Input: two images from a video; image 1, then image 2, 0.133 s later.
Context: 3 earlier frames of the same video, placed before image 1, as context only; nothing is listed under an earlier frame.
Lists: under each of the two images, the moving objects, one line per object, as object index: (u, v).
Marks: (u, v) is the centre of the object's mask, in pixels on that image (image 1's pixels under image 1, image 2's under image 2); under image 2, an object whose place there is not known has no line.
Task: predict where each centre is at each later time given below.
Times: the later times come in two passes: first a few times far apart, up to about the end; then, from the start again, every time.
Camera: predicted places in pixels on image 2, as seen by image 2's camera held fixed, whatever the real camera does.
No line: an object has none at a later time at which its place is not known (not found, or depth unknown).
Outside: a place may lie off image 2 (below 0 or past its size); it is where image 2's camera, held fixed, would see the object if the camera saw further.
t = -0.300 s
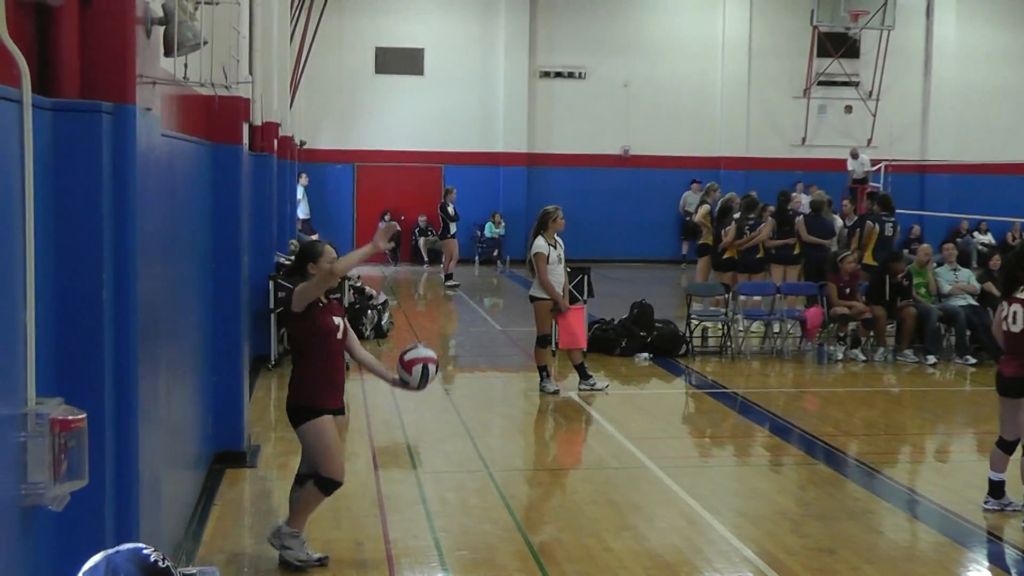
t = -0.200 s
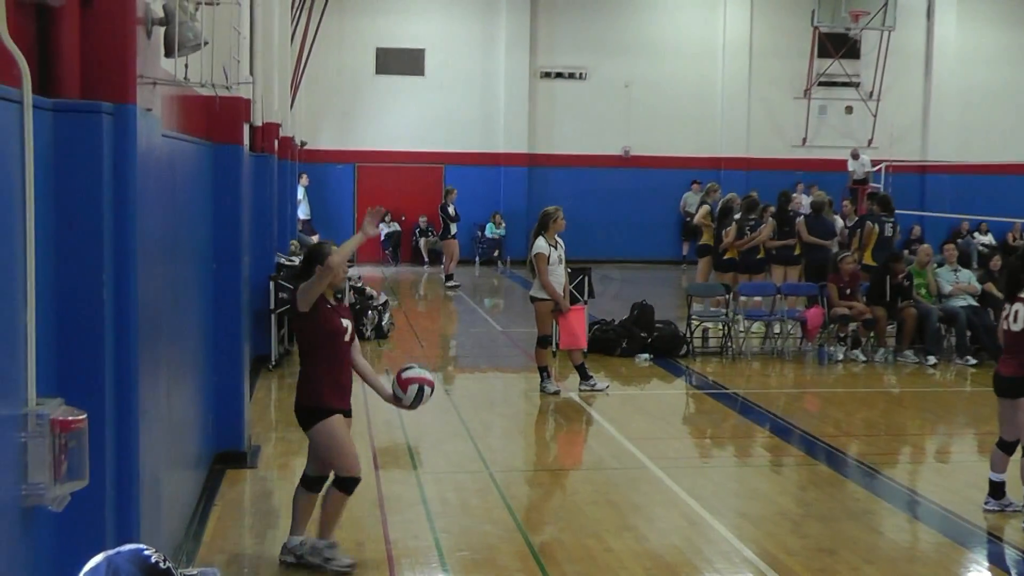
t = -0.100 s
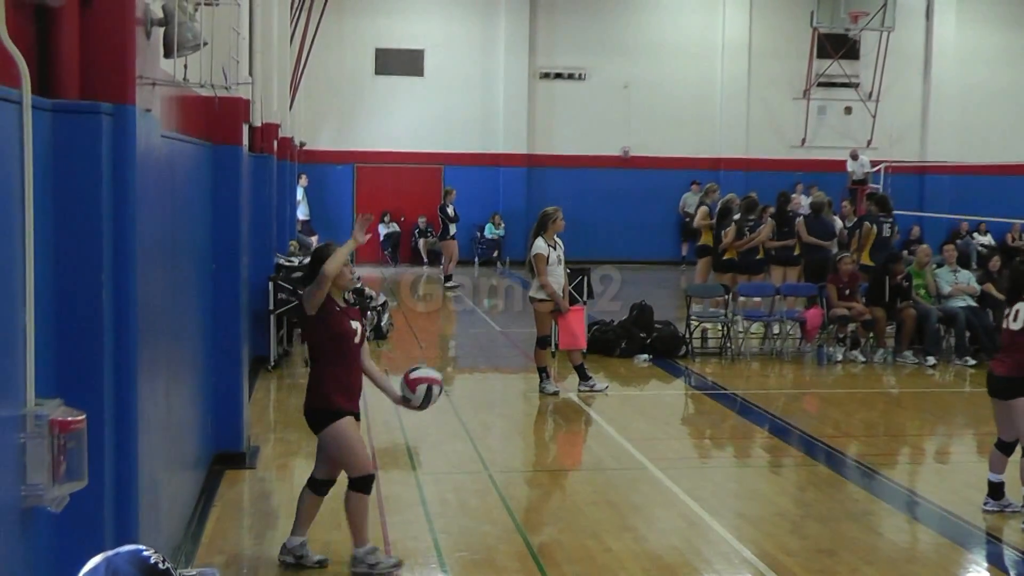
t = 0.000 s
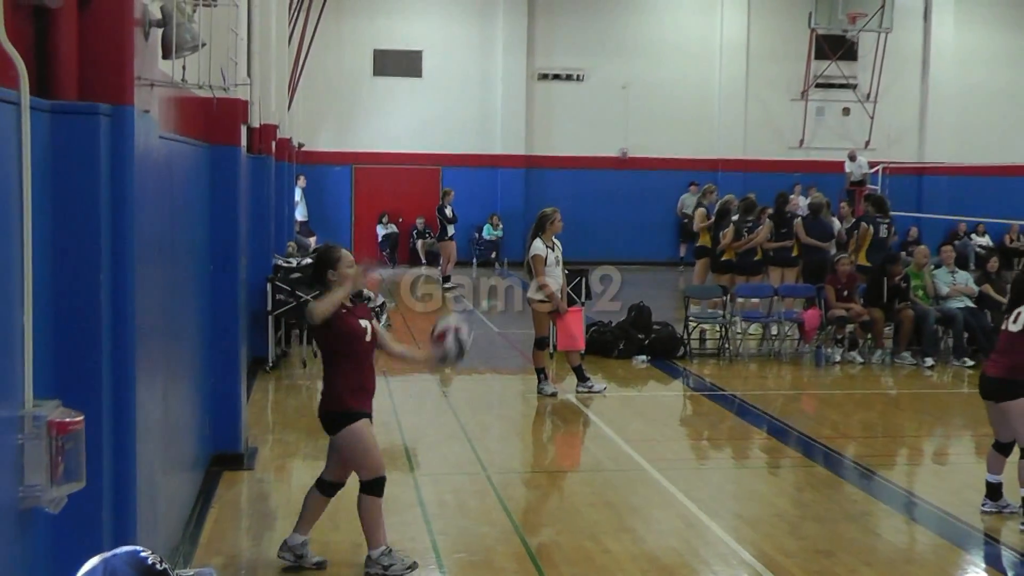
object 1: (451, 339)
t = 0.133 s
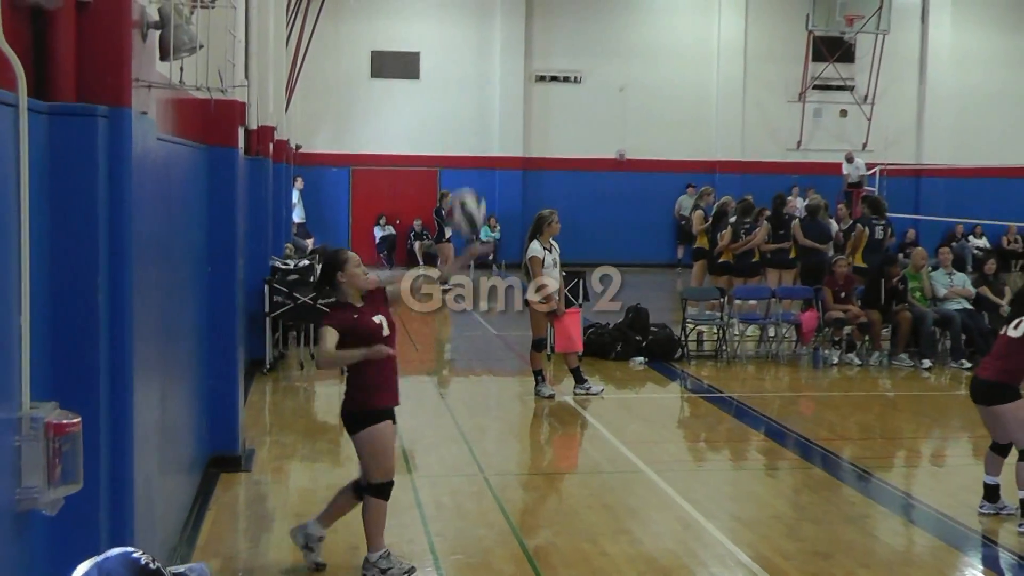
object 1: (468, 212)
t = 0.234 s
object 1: (470, 136)
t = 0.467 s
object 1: (481, 35)
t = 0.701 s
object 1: (491, 41)
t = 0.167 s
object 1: (467, 183)
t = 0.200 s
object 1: (469, 159)
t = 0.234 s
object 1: (470, 136)
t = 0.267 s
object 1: (471, 115)
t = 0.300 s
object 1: (473, 96)
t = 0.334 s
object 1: (474, 79)
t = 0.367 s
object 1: (476, 65)
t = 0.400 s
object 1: (478, 52)
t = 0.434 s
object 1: (479, 42)
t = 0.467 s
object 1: (481, 35)
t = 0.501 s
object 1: (482, 29)
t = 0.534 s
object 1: (484, 26)
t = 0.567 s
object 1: (485, 25)
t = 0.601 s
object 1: (487, 26)
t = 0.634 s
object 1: (489, 29)
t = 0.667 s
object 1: (490, 34)
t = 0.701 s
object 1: (491, 41)
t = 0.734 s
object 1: (492, 50)
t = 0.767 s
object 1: (492, 62)
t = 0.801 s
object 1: (492, 77)
